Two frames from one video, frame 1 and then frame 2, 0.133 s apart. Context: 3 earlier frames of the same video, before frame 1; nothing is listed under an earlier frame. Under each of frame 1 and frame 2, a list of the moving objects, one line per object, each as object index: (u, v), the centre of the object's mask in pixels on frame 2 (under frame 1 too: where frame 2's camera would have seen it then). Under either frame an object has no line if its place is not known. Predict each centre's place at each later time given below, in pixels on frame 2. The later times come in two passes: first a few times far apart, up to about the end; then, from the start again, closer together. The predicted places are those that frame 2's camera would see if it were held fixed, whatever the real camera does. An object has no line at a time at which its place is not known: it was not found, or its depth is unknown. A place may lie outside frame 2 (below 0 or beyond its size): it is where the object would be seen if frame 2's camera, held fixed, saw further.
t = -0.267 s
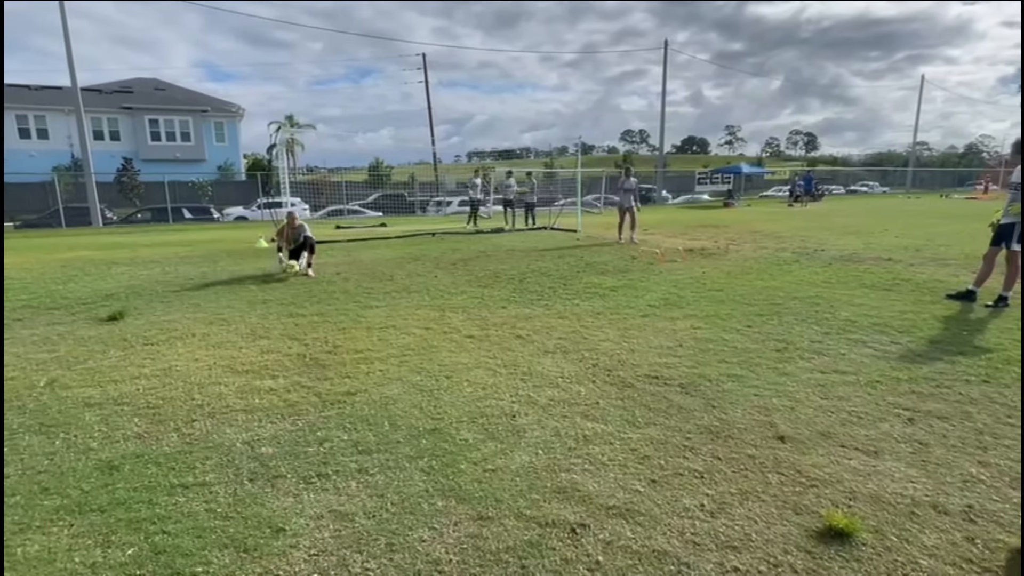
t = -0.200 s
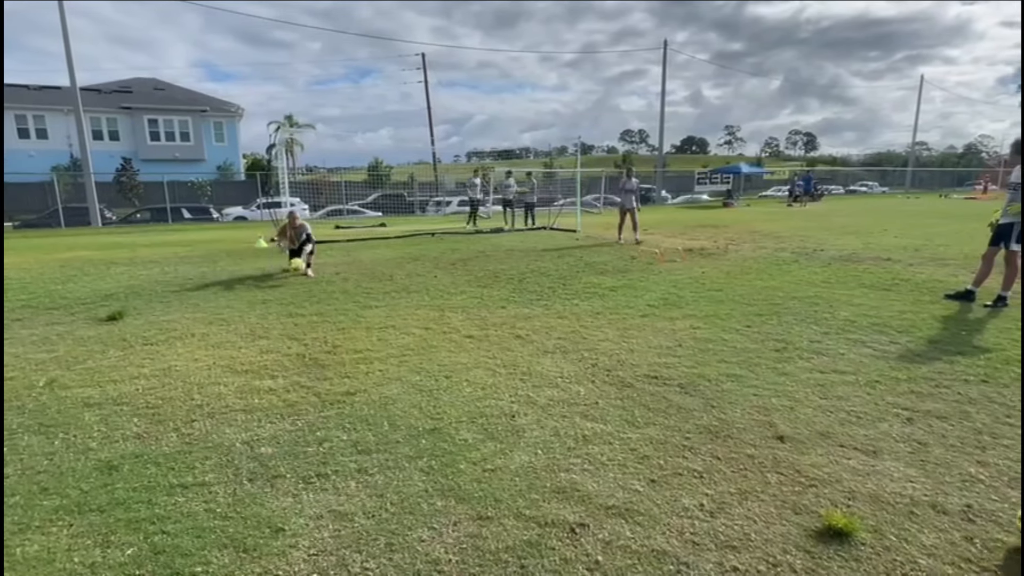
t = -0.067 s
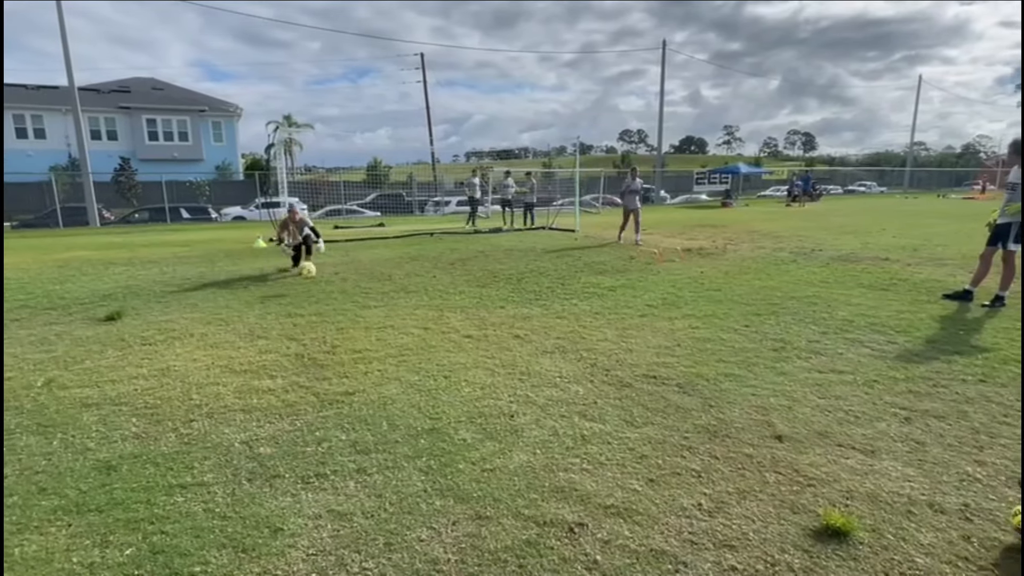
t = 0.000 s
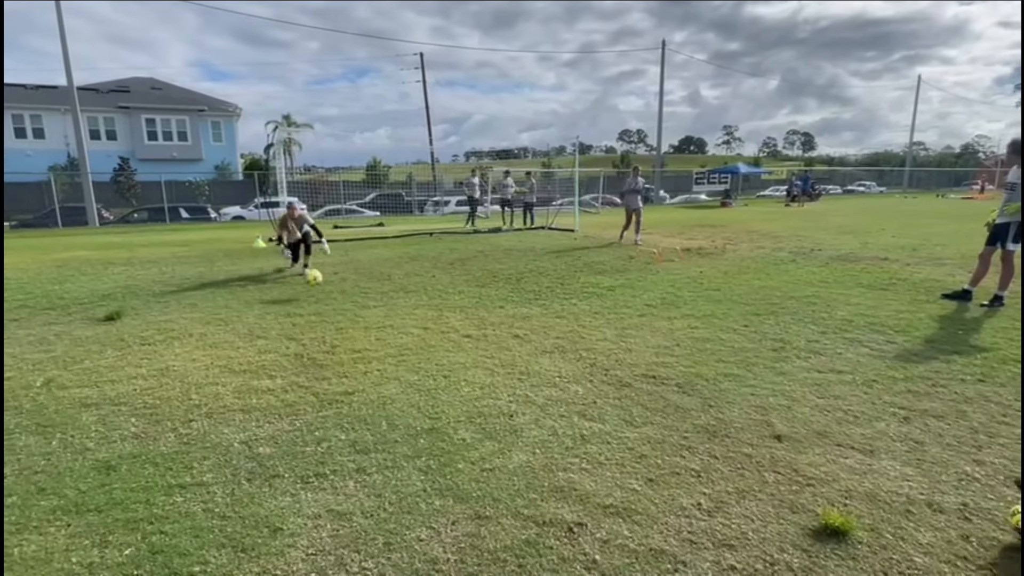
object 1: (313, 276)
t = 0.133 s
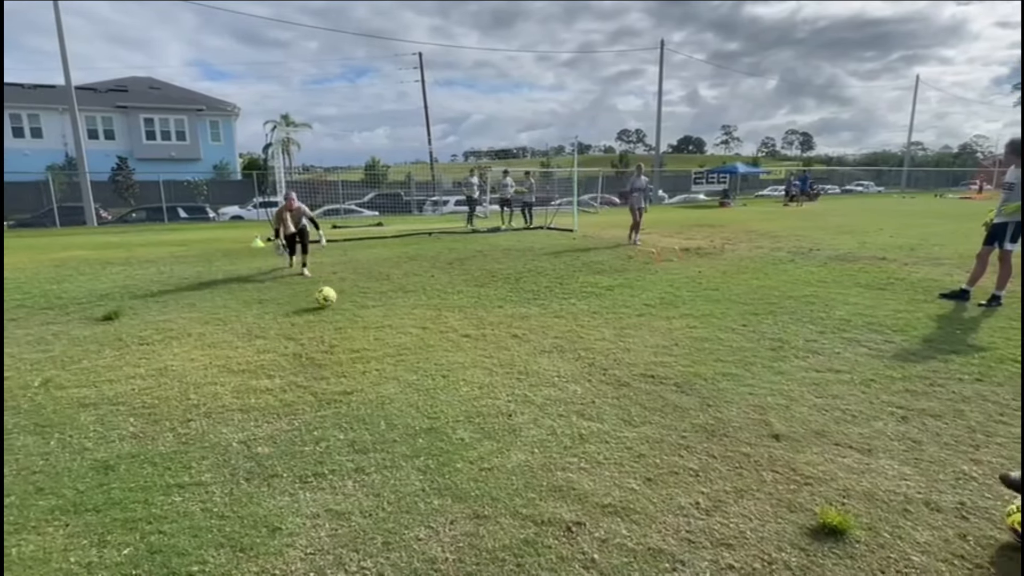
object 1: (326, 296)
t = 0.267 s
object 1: (338, 295)
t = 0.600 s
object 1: (373, 316)
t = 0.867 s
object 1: (401, 340)
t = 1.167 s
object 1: (430, 353)
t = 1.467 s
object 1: (458, 360)
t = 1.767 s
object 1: (483, 366)
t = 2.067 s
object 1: (505, 370)
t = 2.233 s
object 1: (515, 372)
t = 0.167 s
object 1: (329, 294)
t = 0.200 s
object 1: (332, 294)
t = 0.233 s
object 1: (335, 293)
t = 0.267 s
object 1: (338, 295)
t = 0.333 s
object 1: (345, 301)
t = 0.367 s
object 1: (349, 306)
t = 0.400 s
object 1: (353, 312)
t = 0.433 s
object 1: (358, 320)
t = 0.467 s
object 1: (361, 322)
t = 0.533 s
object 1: (366, 317)
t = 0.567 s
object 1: (370, 316)
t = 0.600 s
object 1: (373, 316)
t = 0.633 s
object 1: (376, 319)
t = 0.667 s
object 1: (380, 322)
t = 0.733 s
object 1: (387, 332)
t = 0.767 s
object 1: (391, 338)
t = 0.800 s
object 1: (395, 341)
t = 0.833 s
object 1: (398, 341)
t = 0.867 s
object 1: (401, 340)
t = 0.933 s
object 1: (408, 344)
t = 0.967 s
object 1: (412, 348)
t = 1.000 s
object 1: (415, 349)
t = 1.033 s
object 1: (419, 351)
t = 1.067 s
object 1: (421, 352)
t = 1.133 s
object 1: (427, 353)
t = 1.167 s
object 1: (430, 353)
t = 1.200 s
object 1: (434, 354)
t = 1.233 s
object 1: (437, 355)
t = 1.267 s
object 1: (440, 355)
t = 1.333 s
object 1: (446, 357)
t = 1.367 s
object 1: (449, 358)
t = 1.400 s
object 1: (451, 359)
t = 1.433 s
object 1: (455, 359)
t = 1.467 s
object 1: (458, 360)
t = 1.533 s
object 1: (465, 361)
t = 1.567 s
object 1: (466, 362)
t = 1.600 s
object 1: (469, 362)
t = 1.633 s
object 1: (472, 363)
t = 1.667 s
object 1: (476, 364)
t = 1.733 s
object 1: (480, 365)
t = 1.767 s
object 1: (483, 366)
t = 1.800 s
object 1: (485, 366)
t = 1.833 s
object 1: (488, 367)
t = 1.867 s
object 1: (490, 367)
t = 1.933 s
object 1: (495, 368)
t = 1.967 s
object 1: (498, 369)
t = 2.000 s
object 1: (500, 370)
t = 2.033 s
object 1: (502, 370)
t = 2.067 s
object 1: (505, 370)
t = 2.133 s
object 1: (510, 371)
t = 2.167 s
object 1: (512, 372)
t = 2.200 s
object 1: (513, 372)
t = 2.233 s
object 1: (515, 372)
